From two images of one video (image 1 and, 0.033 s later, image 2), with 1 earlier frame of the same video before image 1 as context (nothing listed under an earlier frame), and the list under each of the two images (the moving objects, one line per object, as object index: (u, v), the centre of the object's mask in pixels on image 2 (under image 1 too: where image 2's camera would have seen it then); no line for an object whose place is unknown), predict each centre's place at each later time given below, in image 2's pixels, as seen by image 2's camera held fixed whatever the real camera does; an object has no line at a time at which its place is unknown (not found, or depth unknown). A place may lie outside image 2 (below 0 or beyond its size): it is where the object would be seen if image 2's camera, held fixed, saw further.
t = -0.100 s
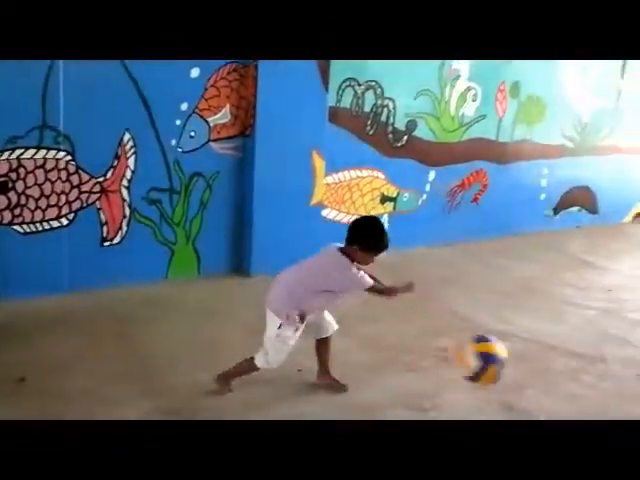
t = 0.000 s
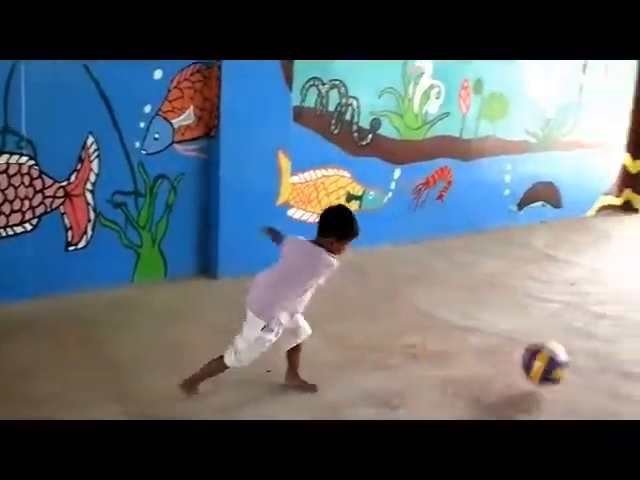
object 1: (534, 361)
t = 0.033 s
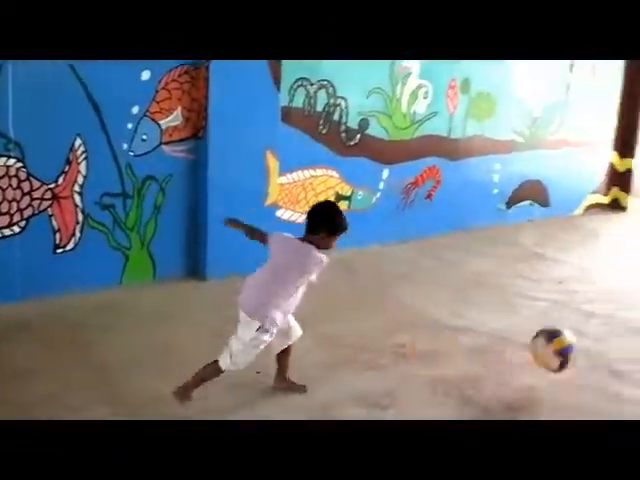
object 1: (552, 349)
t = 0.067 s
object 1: (571, 339)
